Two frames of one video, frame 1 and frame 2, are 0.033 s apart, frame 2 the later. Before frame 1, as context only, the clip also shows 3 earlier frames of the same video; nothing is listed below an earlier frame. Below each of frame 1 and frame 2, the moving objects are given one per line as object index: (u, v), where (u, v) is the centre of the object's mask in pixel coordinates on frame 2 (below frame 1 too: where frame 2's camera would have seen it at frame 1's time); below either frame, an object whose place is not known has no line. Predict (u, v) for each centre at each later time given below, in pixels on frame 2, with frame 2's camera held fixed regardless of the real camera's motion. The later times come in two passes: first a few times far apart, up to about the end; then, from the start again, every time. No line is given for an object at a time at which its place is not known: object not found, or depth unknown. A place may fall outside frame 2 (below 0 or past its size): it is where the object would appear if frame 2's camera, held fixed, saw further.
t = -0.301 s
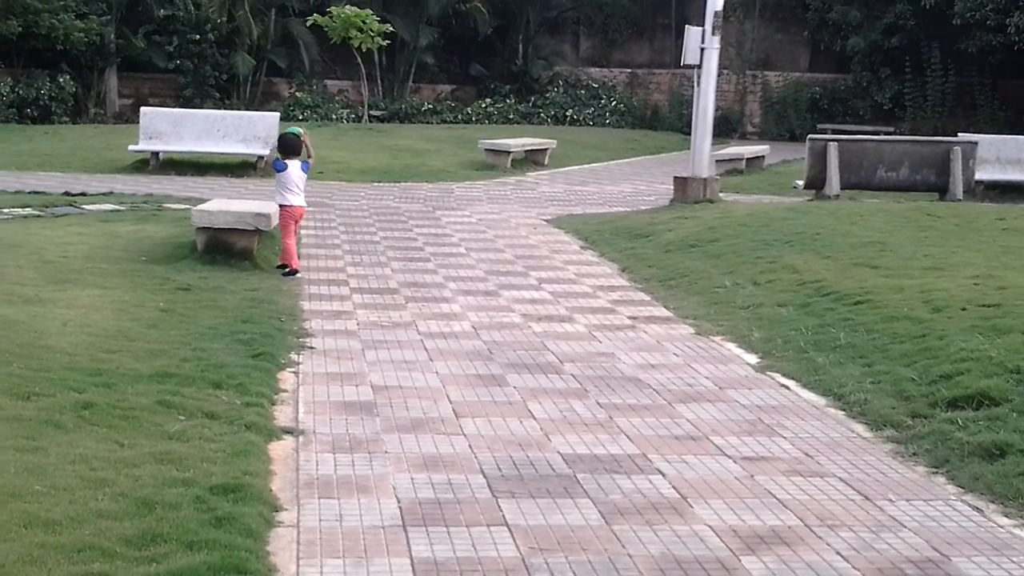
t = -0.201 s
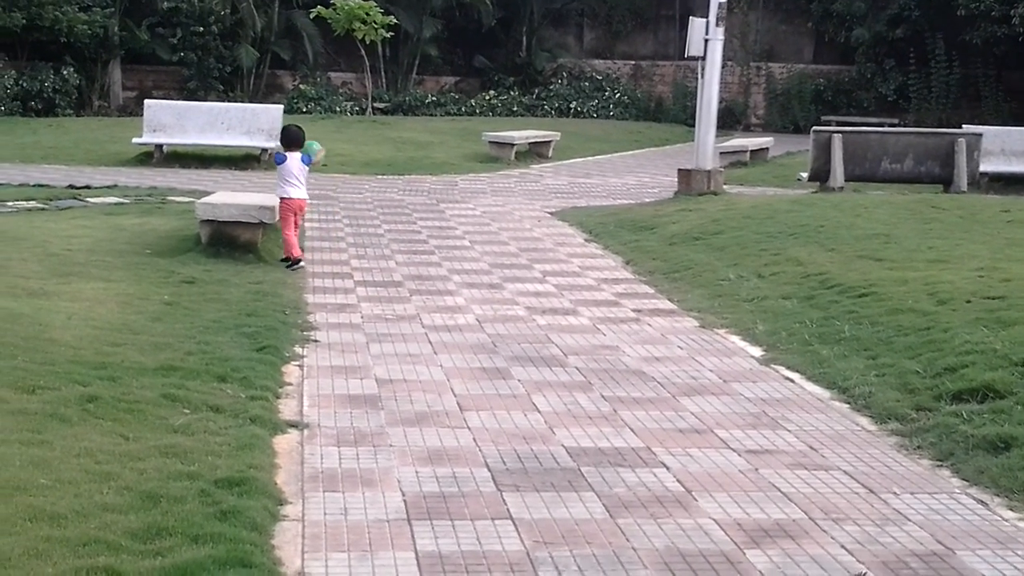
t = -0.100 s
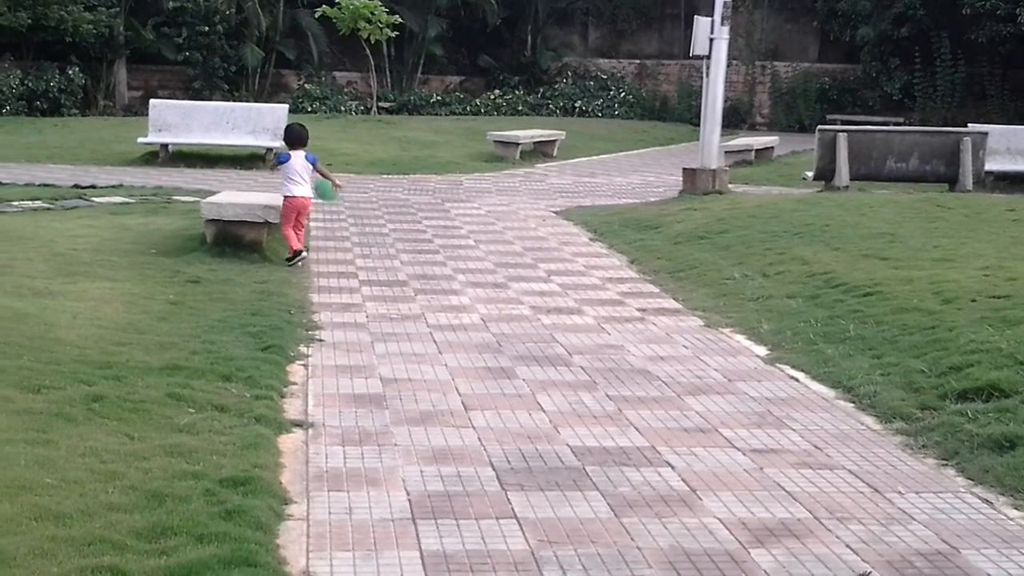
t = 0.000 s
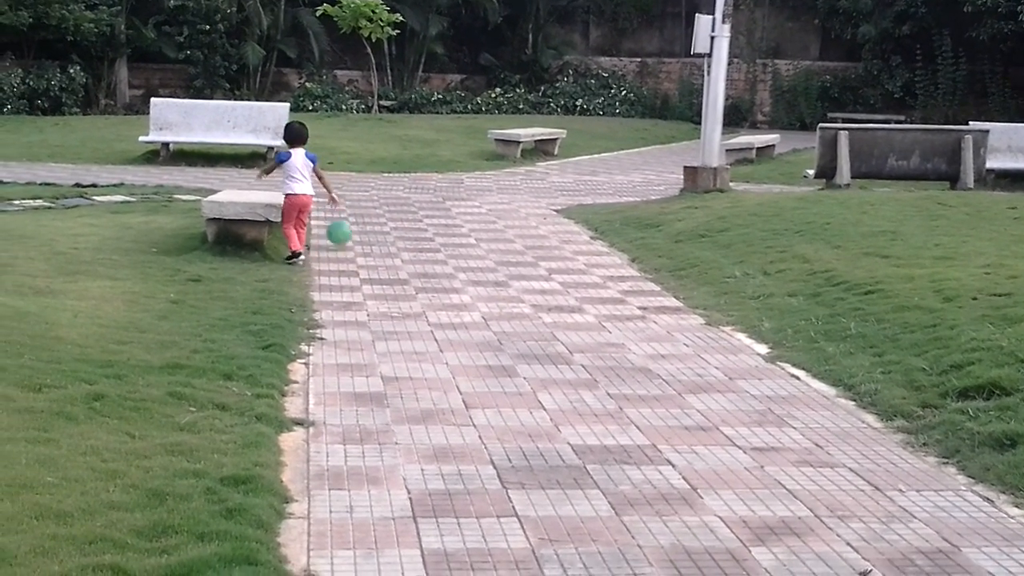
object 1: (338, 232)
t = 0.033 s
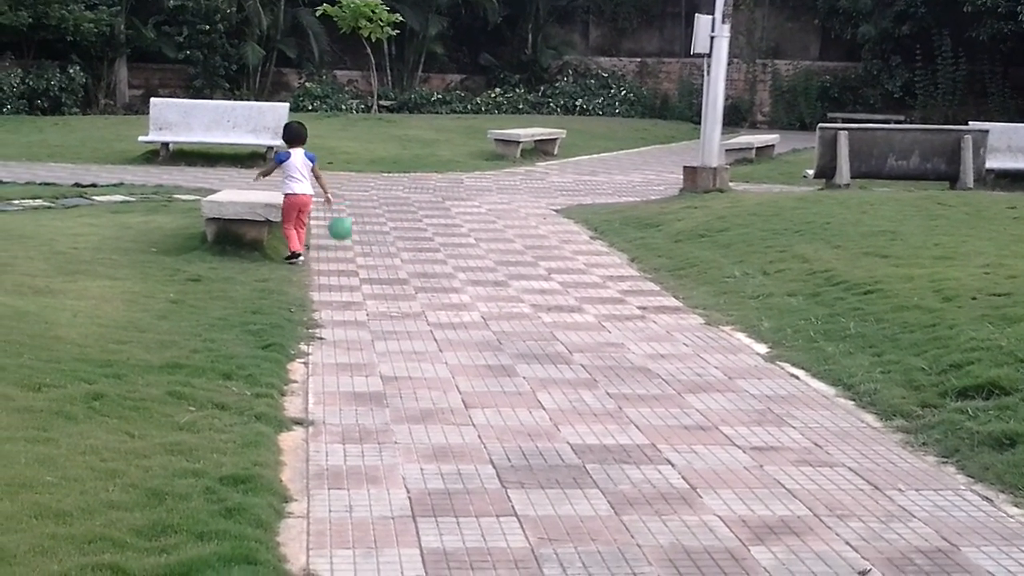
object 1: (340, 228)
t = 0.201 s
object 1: (344, 176)
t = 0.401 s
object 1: (347, 166)
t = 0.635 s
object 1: (350, 220)
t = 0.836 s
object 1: (353, 198)
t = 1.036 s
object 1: (355, 209)
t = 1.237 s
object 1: (362, 210)
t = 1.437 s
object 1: (369, 223)
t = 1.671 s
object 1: (379, 221)
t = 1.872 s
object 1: (383, 220)
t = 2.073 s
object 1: (391, 221)
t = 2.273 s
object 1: (395, 219)
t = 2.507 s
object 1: (402, 221)
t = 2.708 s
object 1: (410, 222)
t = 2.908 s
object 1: (418, 223)
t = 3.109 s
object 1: (424, 224)
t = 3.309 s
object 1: (430, 225)
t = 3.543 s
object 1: (435, 227)
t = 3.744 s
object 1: (439, 229)
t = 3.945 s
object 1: (445, 231)
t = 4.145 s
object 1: (449, 233)
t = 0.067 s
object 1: (341, 215)
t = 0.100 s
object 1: (341, 203)
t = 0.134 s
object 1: (342, 193)
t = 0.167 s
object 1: (343, 183)
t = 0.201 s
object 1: (344, 176)
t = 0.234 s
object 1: (345, 170)
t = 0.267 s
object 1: (345, 166)
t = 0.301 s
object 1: (346, 164)
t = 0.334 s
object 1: (347, 163)
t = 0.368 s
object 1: (347, 164)
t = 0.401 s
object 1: (347, 166)
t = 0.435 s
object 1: (348, 169)
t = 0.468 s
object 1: (348, 174)
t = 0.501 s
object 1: (348, 181)
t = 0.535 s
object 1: (348, 189)
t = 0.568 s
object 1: (349, 198)
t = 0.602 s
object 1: (350, 209)
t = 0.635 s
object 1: (350, 220)
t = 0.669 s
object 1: (350, 228)
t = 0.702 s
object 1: (350, 219)
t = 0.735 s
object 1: (351, 212)
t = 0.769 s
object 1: (352, 206)
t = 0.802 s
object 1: (352, 201)
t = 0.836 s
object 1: (353, 198)
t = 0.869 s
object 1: (353, 196)
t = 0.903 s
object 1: (354, 196)
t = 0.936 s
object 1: (354, 197)
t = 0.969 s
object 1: (355, 199)
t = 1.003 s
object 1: (355, 204)
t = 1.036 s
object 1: (355, 209)
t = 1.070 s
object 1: (356, 215)
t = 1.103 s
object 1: (356, 223)
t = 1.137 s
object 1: (357, 221)
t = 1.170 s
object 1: (358, 216)
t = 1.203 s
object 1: (360, 213)
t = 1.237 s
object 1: (362, 210)
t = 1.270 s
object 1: (362, 210)
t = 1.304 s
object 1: (364, 210)
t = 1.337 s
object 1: (365, 211)
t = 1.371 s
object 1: (367, 214)
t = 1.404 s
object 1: (368, 219)
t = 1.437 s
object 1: (369, 223)
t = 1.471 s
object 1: (371, 219)
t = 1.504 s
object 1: (372, 216)
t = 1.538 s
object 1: (374, 215)
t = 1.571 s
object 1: (376, 215)
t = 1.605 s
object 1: (377, 216)
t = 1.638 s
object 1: (378, 220)
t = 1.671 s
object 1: (379, 221)
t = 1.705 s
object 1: (380, 217)
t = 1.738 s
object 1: (381, 215)
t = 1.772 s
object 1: (381, 215)
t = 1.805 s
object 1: (382, 215)
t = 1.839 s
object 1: (382, 216)
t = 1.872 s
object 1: (383, 220)
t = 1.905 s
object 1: (384, 220)
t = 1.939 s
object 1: (386, 217)
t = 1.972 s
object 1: (387, 216)
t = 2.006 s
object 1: (388, 216)
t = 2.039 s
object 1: (389, 218)
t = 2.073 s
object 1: (391, 221)
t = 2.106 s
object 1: (392, 219)
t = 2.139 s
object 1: (392, 218)
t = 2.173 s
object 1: (393, 218)
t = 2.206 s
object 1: (393, 219)
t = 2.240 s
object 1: (394, 220)
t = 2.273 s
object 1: (395, 219)
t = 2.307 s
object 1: (396, 220)
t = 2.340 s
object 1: (397, 221)
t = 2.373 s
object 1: (398, 220)
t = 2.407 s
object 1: (399, 220)
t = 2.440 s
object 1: (400, 221)
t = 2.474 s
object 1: (401, 221)
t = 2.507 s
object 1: (402, 221)
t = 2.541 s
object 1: (403, 222)
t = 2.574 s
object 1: (405, 221)
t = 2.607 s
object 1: (406, 222)
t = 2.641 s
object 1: (407, 222)
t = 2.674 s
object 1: (409, 222)
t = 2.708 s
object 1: (410, 222)
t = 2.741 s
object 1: (411, 222)
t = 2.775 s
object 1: (413, 223)
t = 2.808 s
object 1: (414, 223)
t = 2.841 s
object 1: (415, 223)
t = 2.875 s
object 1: (417, 223)
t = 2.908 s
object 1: (418, 223)
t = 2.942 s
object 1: (419, 223)
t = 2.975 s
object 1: (420, 224)
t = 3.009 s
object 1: (421, 224)
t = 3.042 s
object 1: (423, 224)
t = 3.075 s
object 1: (424, 224)
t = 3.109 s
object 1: (424, 224)
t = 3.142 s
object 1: (426, 224)
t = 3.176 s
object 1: (427, 224)
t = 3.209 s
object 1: (427, 225)
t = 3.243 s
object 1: (428, 225)
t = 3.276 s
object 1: (429, 225)
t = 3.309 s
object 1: (430, 225)
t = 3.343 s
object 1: (431, 226)
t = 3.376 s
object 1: (432, 226)
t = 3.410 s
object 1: (432, 226)
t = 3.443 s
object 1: (433, 226)
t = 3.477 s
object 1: (433, 227)
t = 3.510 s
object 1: (434, 227)
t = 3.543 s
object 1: (435, 227)
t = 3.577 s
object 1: (435, 228)
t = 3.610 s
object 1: (436, 228)
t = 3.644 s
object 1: (437, 228)
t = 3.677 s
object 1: (437, 228)
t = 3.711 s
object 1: (438, 229)
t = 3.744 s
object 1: (439, 229)
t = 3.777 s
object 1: (440, 229)
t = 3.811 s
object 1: (441, 229)
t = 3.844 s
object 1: (442, 230)
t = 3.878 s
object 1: (443, 230)
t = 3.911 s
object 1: (444, 230)
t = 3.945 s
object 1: (445, 231)
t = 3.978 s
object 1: (446, 231)
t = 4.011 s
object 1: (446, 232)
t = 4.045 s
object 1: (446, 232)
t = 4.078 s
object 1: (448, 232)
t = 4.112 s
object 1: (448, 233)
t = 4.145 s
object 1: (449, 233)
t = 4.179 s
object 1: (450, 233)
